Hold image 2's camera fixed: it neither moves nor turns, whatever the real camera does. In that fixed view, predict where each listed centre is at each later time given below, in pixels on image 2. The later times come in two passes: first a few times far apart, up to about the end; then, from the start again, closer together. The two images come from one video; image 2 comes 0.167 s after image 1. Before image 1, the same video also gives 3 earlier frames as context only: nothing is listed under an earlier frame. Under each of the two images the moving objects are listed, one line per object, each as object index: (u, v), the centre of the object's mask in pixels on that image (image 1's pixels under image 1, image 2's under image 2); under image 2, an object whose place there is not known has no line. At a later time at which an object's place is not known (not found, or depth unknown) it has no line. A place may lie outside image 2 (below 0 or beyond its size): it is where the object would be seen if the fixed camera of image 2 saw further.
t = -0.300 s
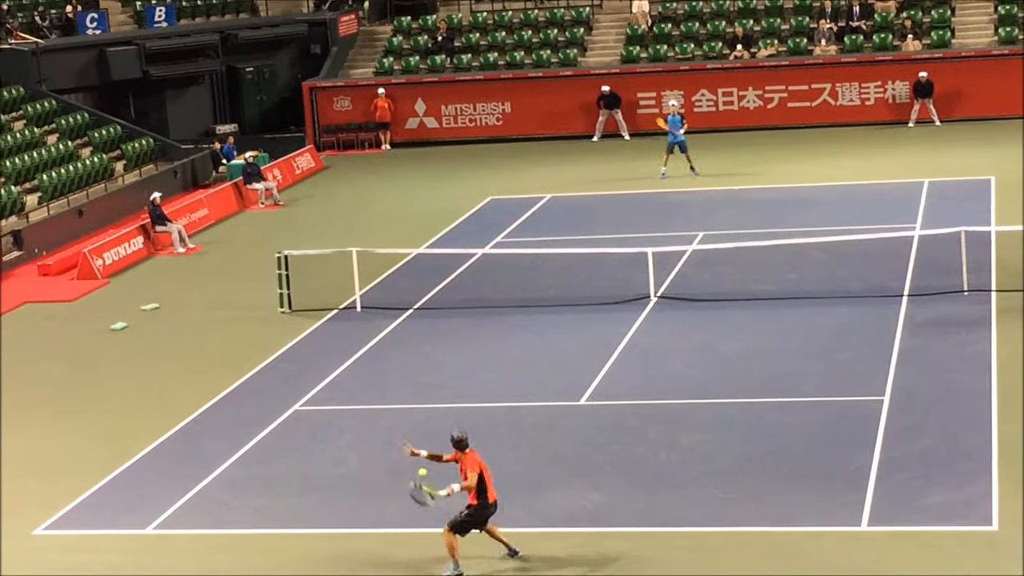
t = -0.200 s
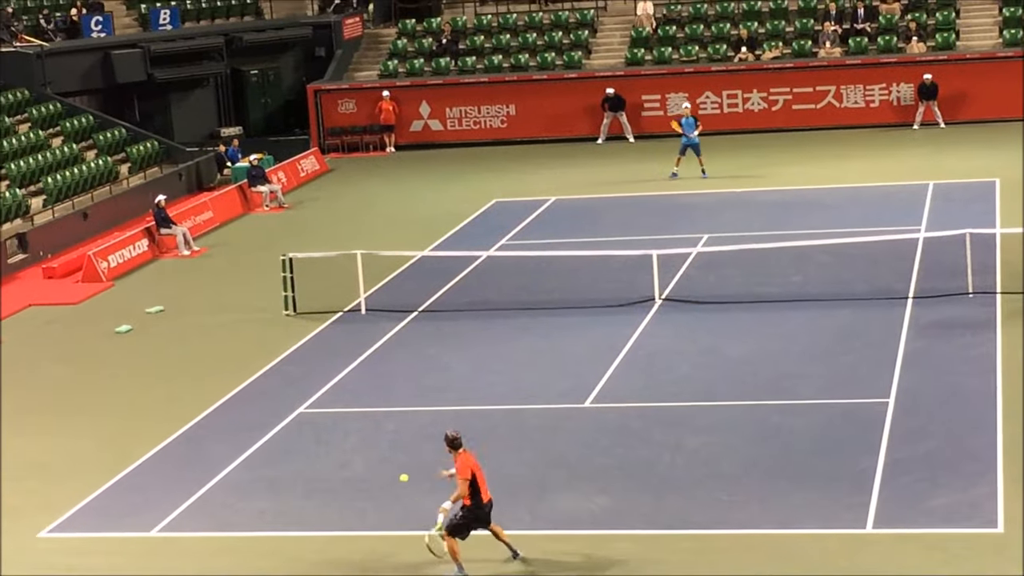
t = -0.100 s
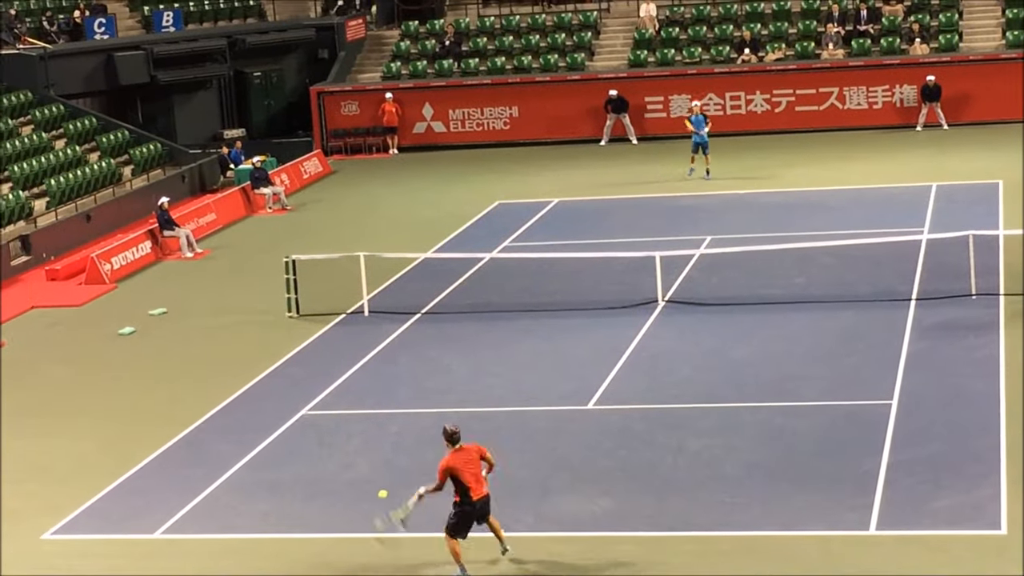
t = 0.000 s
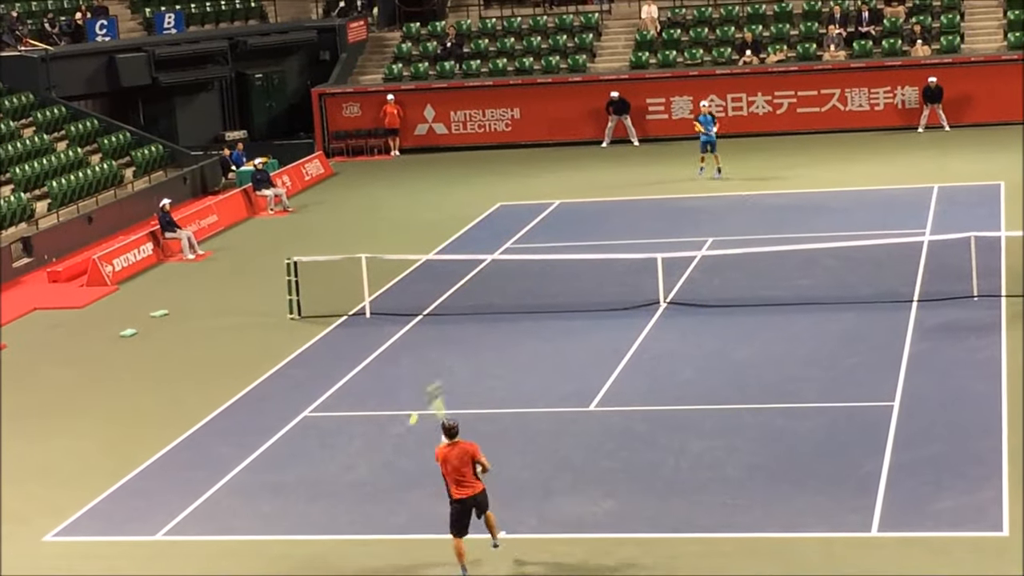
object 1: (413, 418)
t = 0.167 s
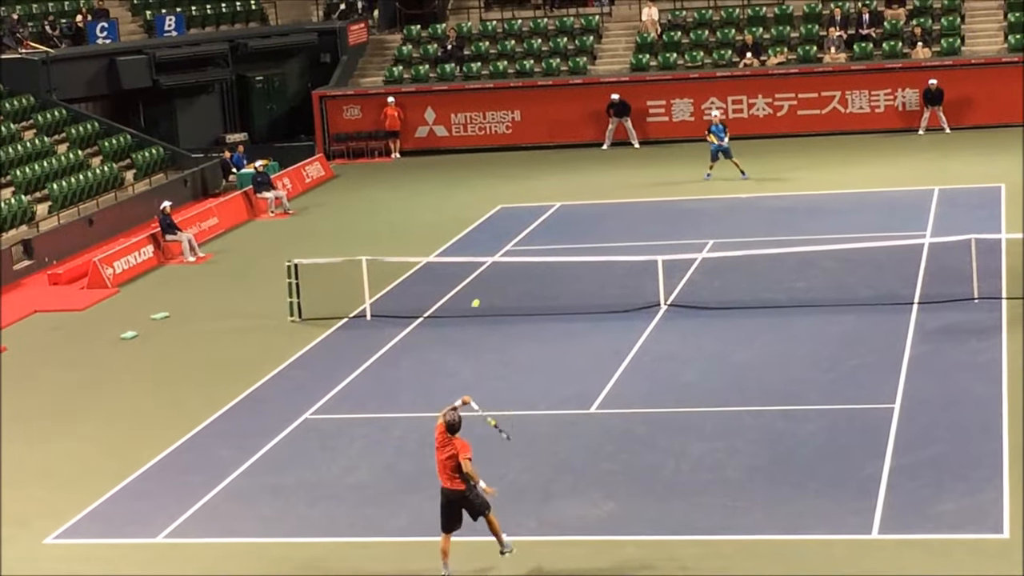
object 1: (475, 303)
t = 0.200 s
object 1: (485, 288)
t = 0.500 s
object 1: (553, 224)
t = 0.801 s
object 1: (597, 241)
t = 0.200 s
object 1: (485, 288)
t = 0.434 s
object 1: (541, 229)
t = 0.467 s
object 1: (547, 226)
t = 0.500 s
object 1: (553, 224)
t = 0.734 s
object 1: (589, 233)
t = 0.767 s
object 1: (593, 237)
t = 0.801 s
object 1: (597, 241)
